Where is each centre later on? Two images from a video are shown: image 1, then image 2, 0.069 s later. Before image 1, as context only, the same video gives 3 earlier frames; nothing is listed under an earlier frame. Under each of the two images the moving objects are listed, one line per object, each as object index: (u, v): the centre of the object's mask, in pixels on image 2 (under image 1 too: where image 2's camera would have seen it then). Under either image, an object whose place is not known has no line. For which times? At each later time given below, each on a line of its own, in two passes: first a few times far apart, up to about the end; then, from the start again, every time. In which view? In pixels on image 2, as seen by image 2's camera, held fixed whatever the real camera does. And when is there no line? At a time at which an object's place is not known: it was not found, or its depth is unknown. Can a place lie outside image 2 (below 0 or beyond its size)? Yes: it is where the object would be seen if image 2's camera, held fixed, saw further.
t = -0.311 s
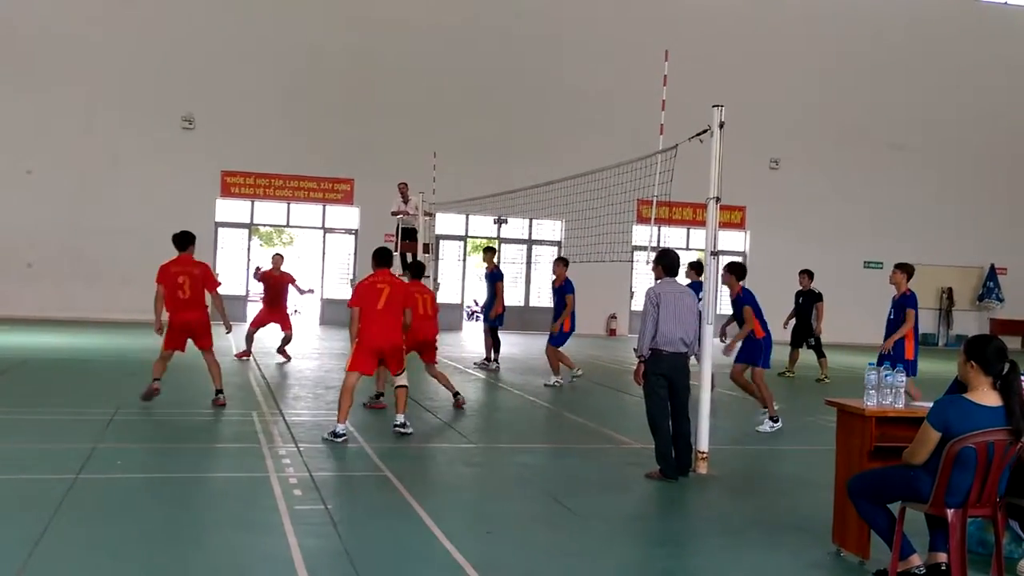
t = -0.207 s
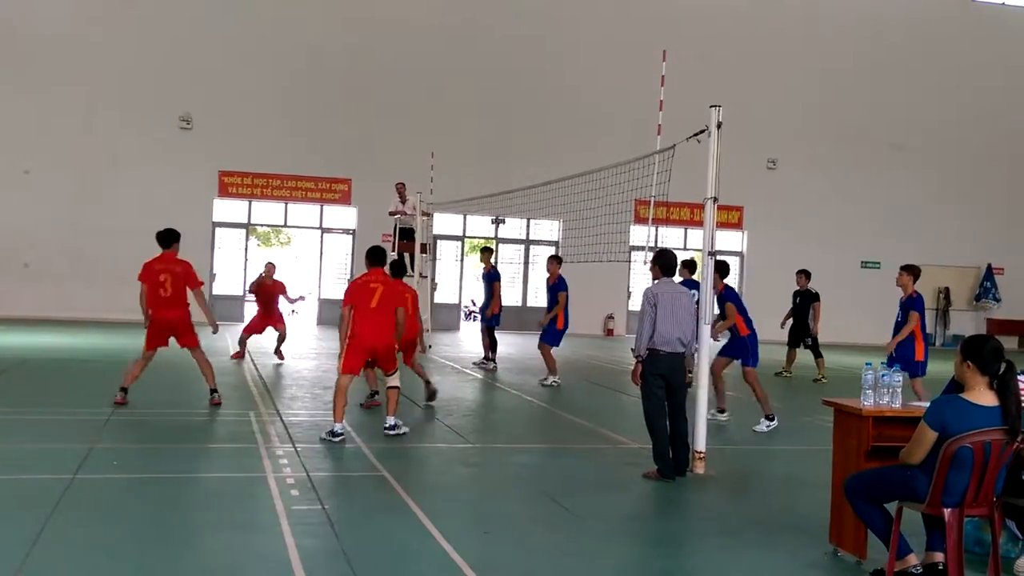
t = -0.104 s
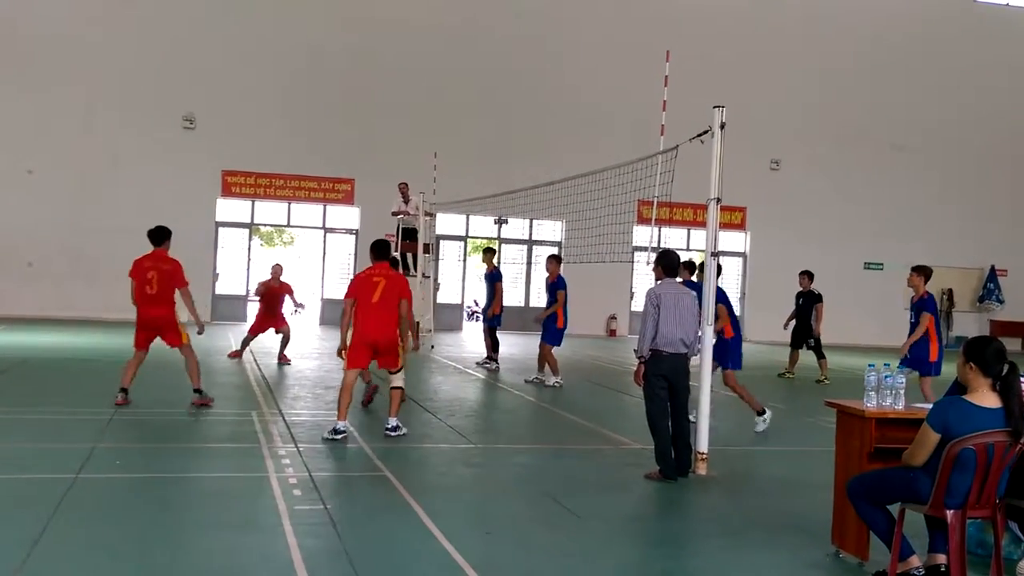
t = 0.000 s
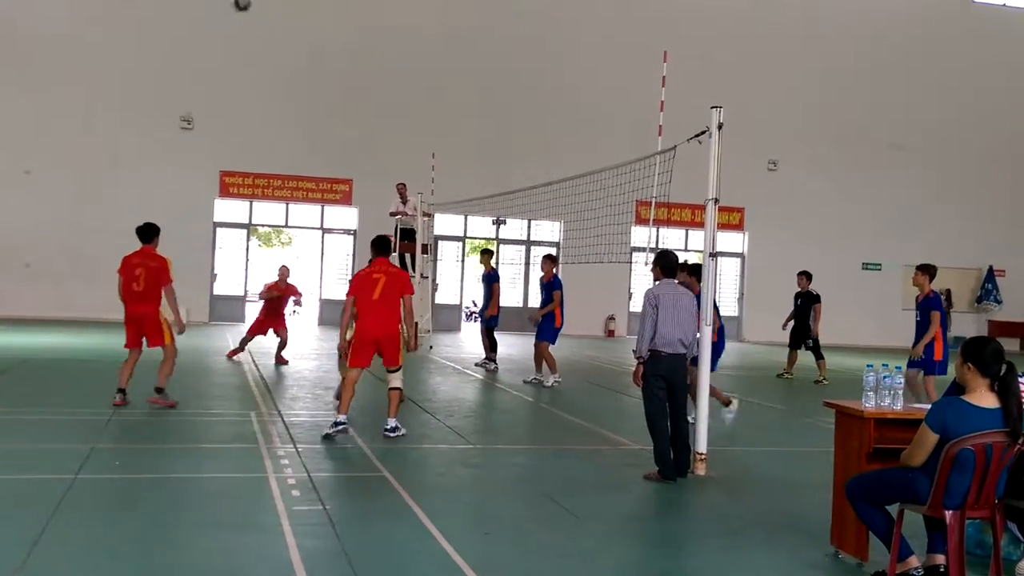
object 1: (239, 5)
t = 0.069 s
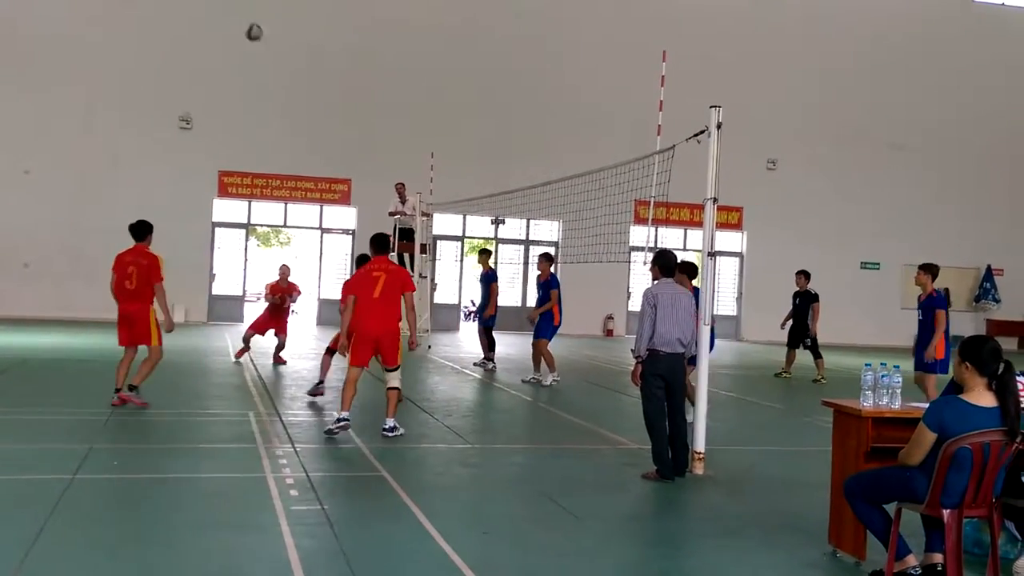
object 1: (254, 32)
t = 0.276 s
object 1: (290, 136)
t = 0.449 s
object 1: (317, 234)
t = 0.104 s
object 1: (260, 48)
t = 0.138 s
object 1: (266, 64)
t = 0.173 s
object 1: (272, 81)
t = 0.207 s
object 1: (278, 99)
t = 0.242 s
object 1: (284, 117)
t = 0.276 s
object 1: (290, 136)
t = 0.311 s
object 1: (296, 154)
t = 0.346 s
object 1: (301, 172)
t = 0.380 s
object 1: (306, 191)
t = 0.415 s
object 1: (312, 213)
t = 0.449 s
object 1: (317, 234)
